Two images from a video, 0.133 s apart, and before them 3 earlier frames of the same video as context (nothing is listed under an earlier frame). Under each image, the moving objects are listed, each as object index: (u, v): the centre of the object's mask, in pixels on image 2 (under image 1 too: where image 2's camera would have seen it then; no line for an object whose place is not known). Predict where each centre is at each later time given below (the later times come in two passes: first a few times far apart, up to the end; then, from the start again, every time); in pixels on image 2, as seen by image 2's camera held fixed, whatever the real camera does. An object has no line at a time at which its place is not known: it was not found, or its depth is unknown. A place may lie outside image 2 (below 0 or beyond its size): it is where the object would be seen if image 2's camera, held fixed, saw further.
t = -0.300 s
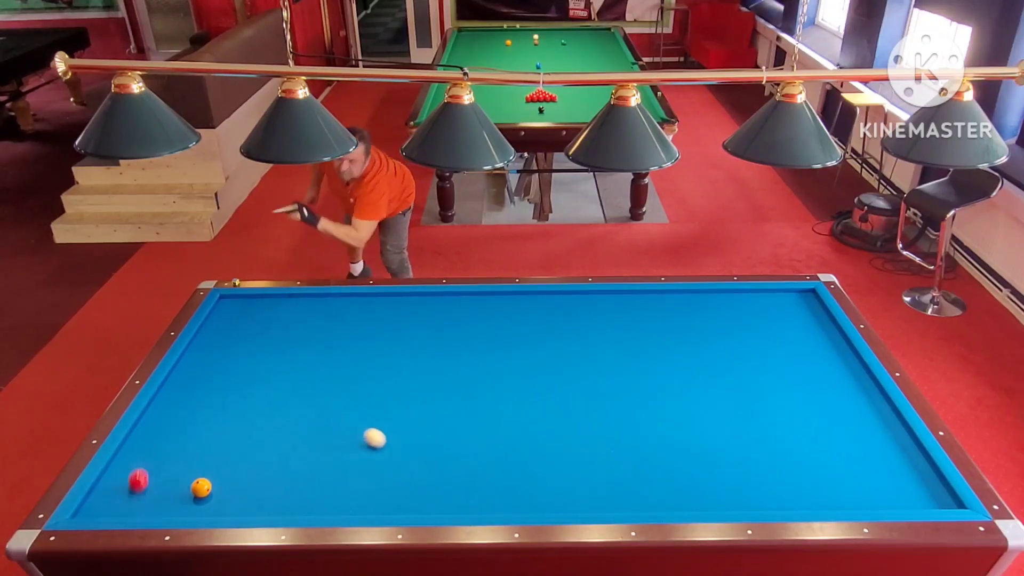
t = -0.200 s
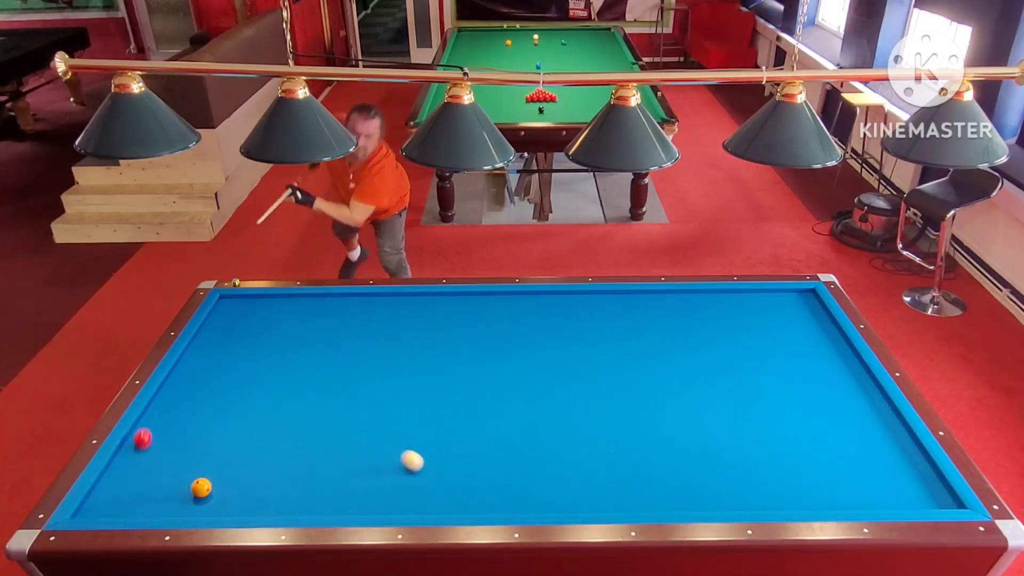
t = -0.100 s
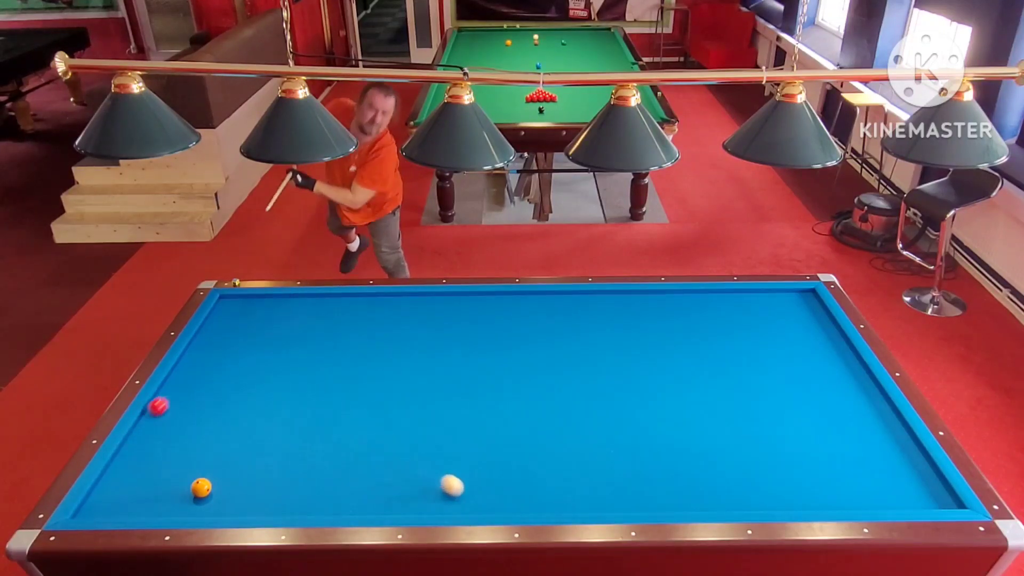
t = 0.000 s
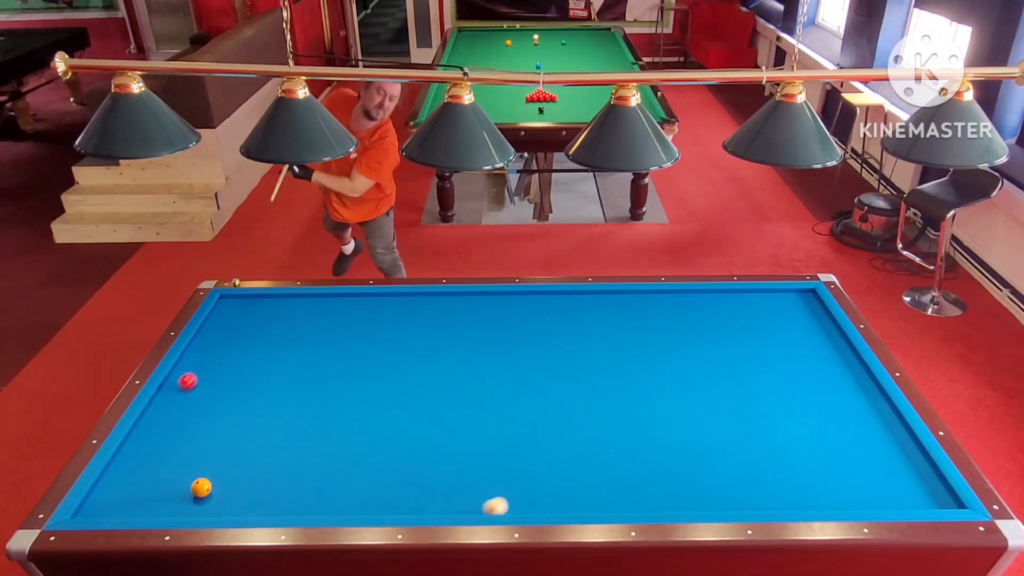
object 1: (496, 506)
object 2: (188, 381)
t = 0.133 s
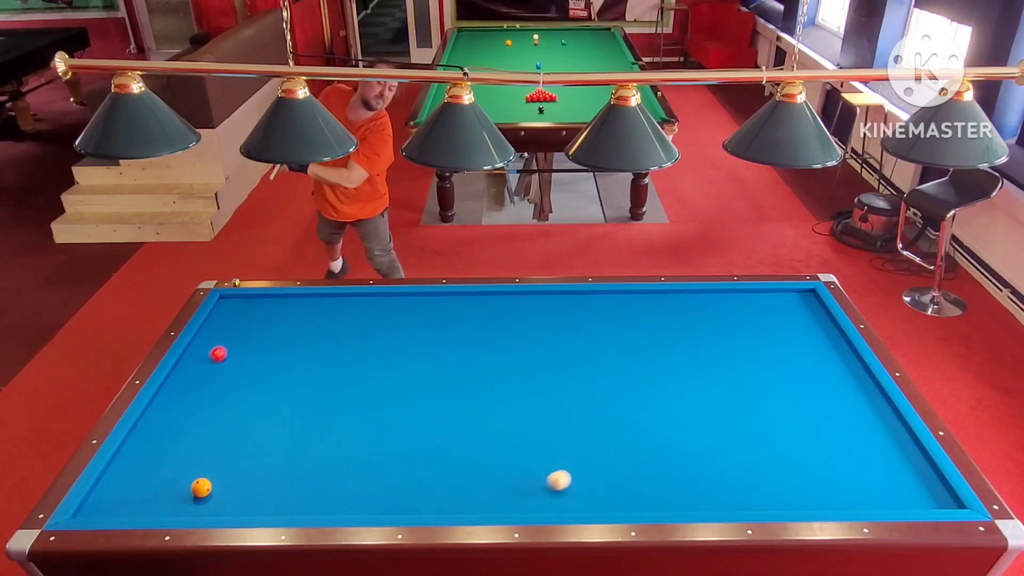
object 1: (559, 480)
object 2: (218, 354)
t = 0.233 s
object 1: (603, 465)
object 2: (238, 336)
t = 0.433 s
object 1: (685, 439)
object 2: (274, 302)
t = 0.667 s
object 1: (772, 412)
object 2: (296, 319)
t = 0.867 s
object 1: (840, 390)
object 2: (315, 338)
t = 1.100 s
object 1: (821, 364)
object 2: (340, 359)
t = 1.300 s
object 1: (766, 341)
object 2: (362, 379)
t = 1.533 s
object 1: (713, 317)
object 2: (390, 404)
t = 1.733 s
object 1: (672, 299)
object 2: (417, 427)
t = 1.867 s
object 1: (649, 297)
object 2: (436, 443)
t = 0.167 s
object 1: (574, 475)
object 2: (225, 348)
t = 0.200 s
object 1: (589, 470)
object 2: (232, 341)
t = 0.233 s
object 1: (603, 465)
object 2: (238, 336)
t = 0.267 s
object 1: (617, 461)
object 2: (245, 330)
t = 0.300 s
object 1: (631, 456)
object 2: (251, 324)
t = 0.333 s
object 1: (645, 452)
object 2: (257, 318)
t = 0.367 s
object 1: (659, 448)
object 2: (263, 313)
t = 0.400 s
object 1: (672, 444)
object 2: (269, 308)
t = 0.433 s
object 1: (685, 439)
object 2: (274, 302)
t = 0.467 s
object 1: (698, 435)
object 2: (280, 298)
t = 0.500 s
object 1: (711, 431)
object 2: (283, 300)
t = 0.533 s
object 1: (724, 427)
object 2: (285, 304)
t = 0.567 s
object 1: (736, 423)
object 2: (288, 308)
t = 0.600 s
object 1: (748, 419)
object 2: (290, 312)
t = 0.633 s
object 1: (760, 416)
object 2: (293, 316)
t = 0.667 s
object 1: (772, 412)
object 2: (296, 319)
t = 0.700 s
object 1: (784, 408)
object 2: (299, 323)
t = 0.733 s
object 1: (795, 405)
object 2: (302, 326)
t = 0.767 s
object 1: (807, 401)
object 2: (305, 329)
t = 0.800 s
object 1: (818, 398)
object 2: (309, 332)
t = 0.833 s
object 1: (829, 394)
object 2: (312, 335)
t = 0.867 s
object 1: (840, 390)
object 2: (315, 338)
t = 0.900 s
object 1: (851, 387)
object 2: (319, 341)
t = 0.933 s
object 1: (862, 384)
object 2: (322, 344)
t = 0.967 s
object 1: (870, 380)
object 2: (326, 347)
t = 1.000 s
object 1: (857, 376)
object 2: (329, 350)
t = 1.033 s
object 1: (845, 372)
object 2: (333, 353)
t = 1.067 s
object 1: (832, 368)
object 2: (336, 356)
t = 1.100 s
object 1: (821, 364)
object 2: (340, 359)
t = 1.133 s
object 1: (810, 360)
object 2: (344, 362)
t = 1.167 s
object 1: (800, 356)
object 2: (347, 366)
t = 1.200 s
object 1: (790, 352)
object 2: (351, 369)
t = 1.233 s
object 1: (782, 348)
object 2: (355, 372)
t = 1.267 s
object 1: (774, 344)
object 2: (358, 376)
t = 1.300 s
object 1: (766, 341)
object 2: (362, 379)
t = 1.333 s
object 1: (758, 337)
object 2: (366, 382)
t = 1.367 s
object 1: (750, 334)
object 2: (370, 386)
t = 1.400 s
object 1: (742, 330)
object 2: (374, 389)
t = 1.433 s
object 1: (735, 327)
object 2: (378, 393)
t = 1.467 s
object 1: (727, 324)
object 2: (382, 396)
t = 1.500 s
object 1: (720, 321)
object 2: (386, 400)
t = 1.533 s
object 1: (713, 317)
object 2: (390, 404)
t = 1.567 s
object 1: (706, 314)
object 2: (395, 408)
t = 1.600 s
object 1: (699, 311)
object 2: (399, 411)
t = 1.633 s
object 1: (692, 308)
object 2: (403, 415)
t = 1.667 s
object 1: (685, 305)
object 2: (408, 419)
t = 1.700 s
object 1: (679, 302)
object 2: (412, 423)
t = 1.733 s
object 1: (672, 299)
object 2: (417, 427)
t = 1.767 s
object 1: (666, 297)
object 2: (421, 431)
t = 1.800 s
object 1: (660, 294)
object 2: (426, 435)
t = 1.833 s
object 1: (654, 295)
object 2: (431, 439)
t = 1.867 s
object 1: (649, 297)
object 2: (436, 443)
